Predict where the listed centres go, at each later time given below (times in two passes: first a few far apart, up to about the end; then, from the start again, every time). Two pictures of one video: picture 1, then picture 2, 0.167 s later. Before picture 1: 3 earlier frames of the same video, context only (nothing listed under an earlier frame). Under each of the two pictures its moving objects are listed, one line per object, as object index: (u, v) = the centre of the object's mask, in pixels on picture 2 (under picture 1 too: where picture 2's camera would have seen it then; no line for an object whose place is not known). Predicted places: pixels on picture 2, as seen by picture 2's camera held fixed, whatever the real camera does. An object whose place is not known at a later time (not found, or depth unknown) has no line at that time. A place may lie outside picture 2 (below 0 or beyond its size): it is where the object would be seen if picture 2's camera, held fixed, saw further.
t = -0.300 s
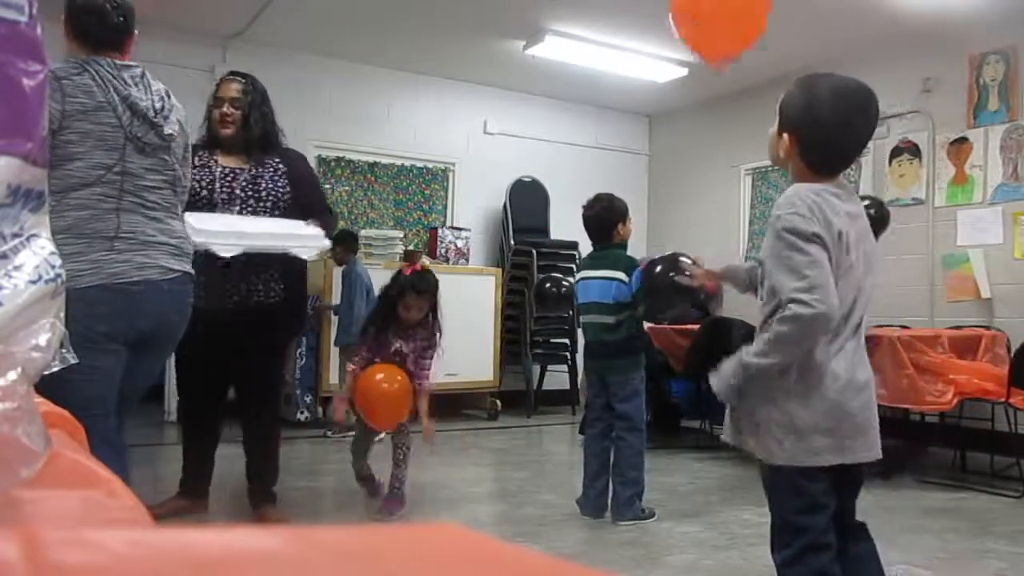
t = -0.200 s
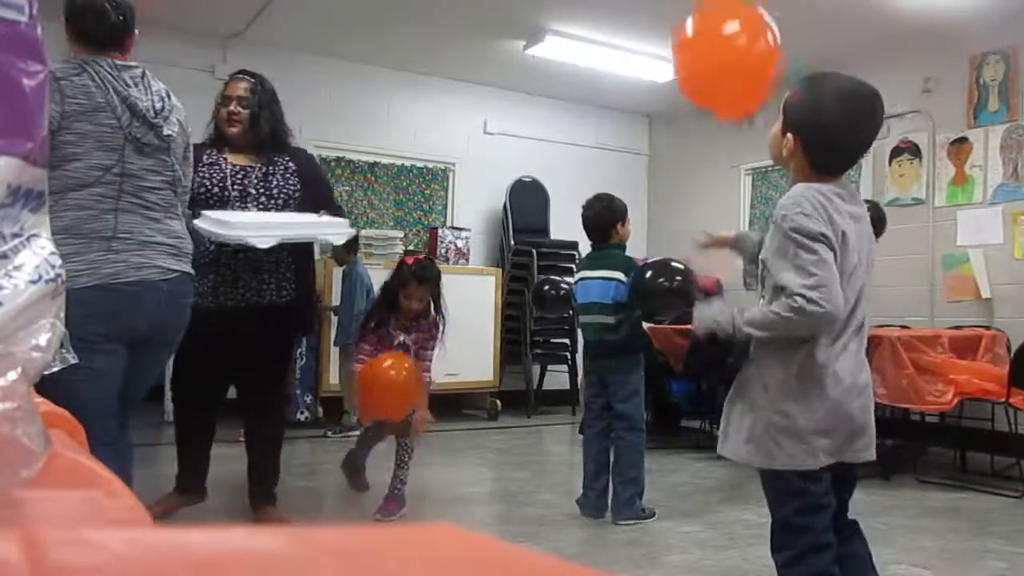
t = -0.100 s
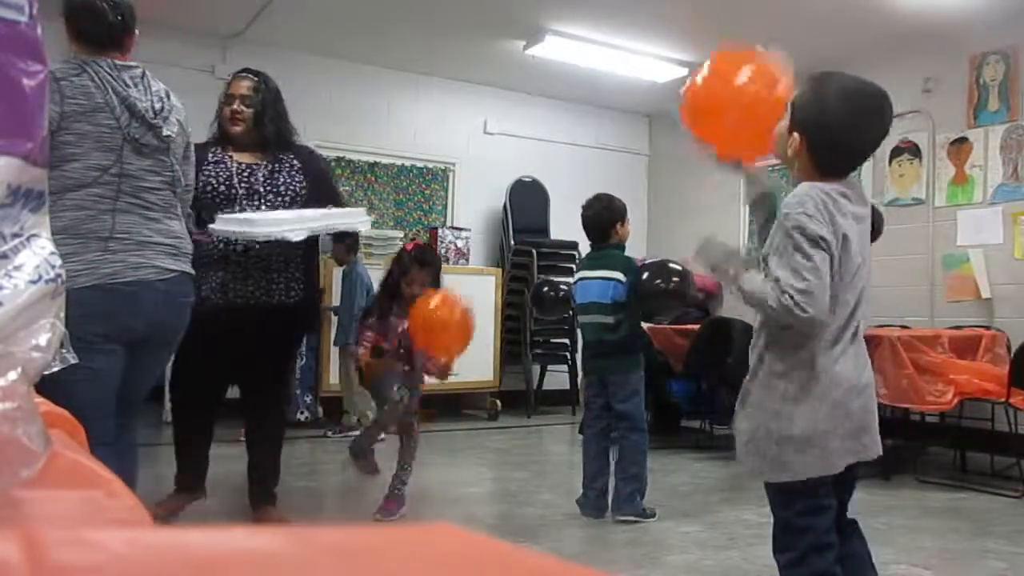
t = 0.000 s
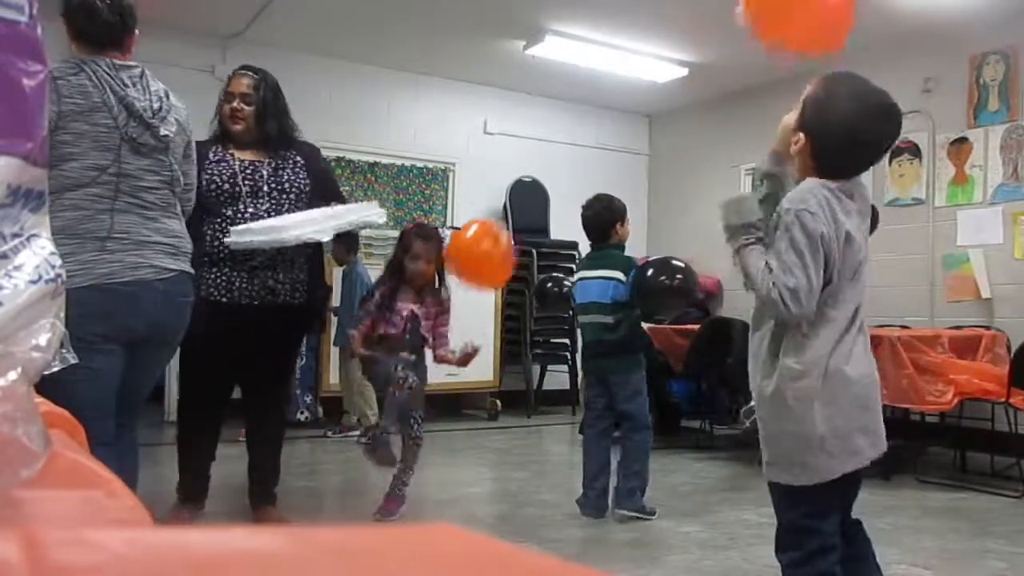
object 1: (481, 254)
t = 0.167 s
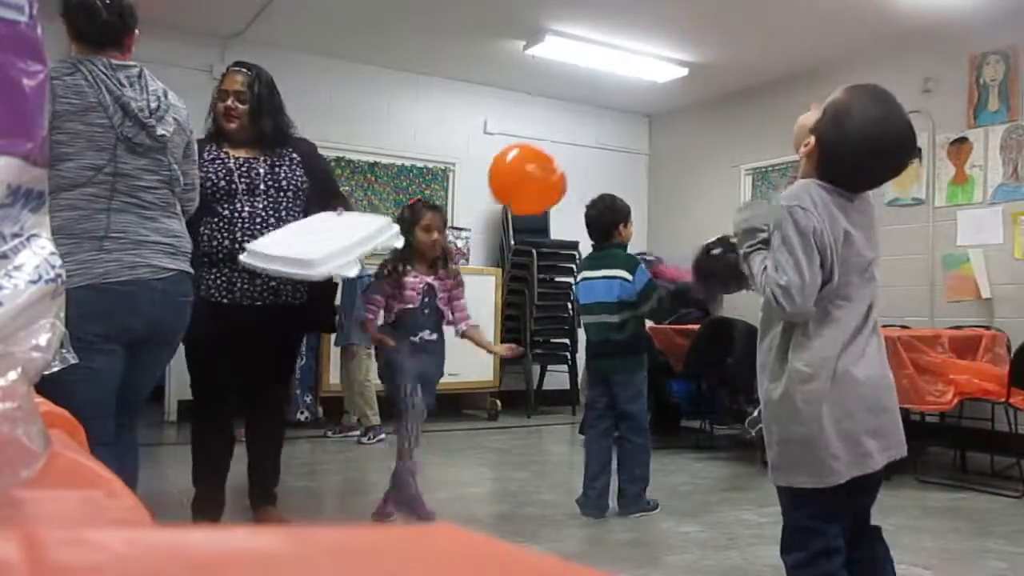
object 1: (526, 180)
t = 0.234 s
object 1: (539, 162)
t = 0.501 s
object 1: (586, 129)
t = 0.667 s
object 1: (618, 138)
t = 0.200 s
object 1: (533, 170)
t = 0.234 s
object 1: (539, 162)
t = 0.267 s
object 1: (545, 154)
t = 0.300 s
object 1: (551, 148)
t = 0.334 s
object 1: (556, 143)
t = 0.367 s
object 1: (562, 139)
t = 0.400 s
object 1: (568, 135)
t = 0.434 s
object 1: (573, 132)
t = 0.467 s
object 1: (579, 130)
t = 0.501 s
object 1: (586, 129)
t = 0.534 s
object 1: (592, 130)
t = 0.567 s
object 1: (599, 131)
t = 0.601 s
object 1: (606, 132)
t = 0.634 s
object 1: (612, 134)
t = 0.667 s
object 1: (618, 138)
